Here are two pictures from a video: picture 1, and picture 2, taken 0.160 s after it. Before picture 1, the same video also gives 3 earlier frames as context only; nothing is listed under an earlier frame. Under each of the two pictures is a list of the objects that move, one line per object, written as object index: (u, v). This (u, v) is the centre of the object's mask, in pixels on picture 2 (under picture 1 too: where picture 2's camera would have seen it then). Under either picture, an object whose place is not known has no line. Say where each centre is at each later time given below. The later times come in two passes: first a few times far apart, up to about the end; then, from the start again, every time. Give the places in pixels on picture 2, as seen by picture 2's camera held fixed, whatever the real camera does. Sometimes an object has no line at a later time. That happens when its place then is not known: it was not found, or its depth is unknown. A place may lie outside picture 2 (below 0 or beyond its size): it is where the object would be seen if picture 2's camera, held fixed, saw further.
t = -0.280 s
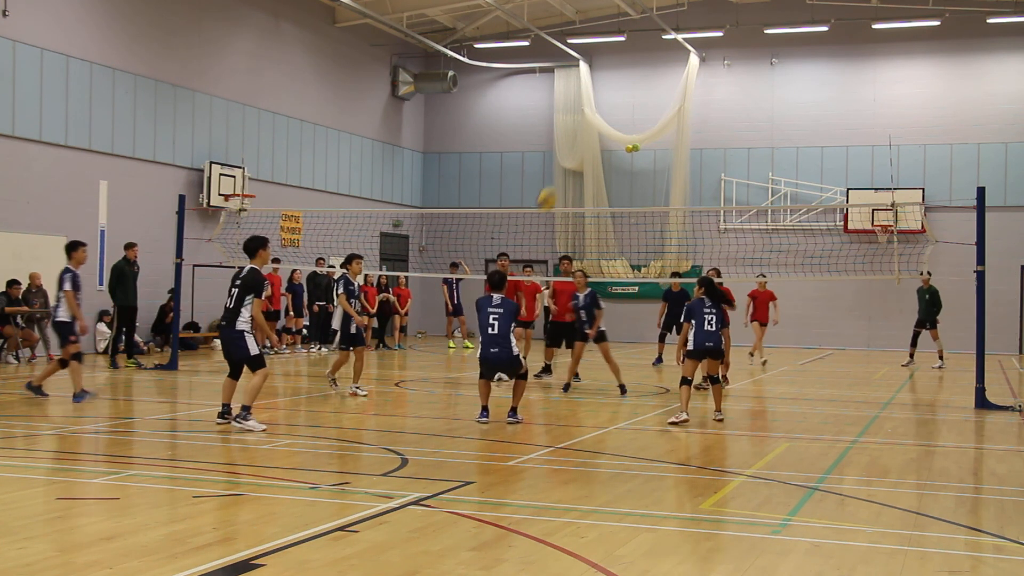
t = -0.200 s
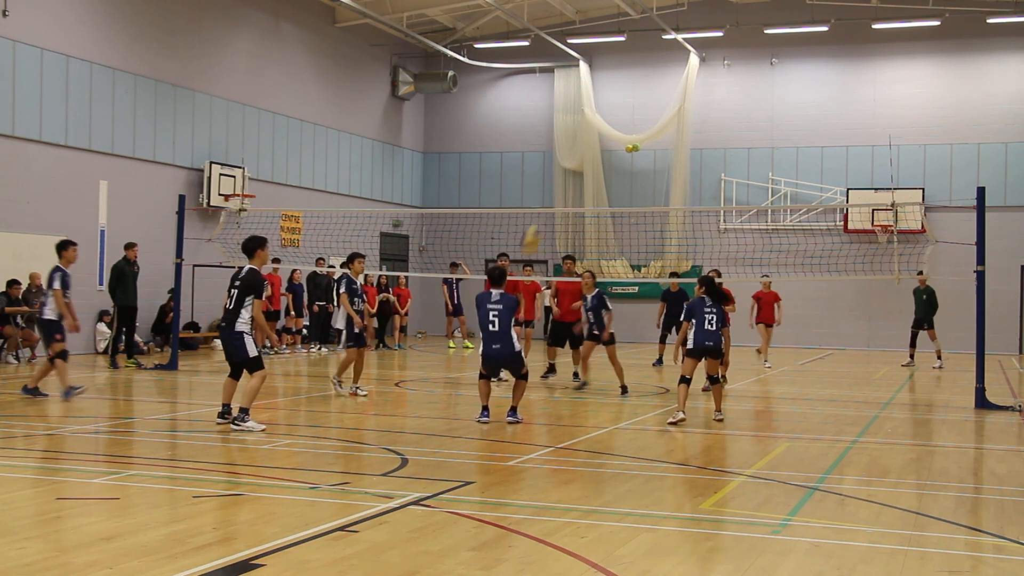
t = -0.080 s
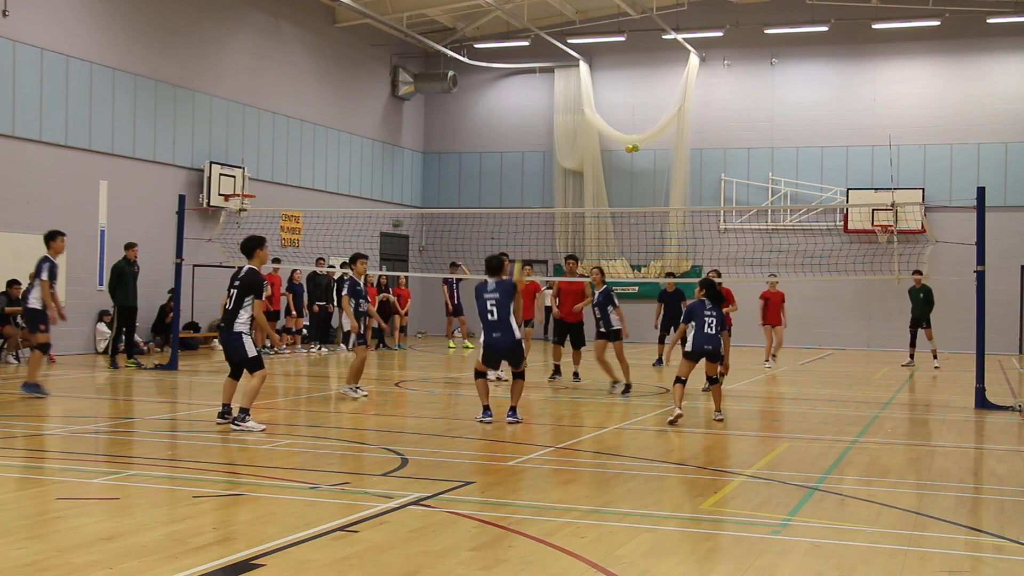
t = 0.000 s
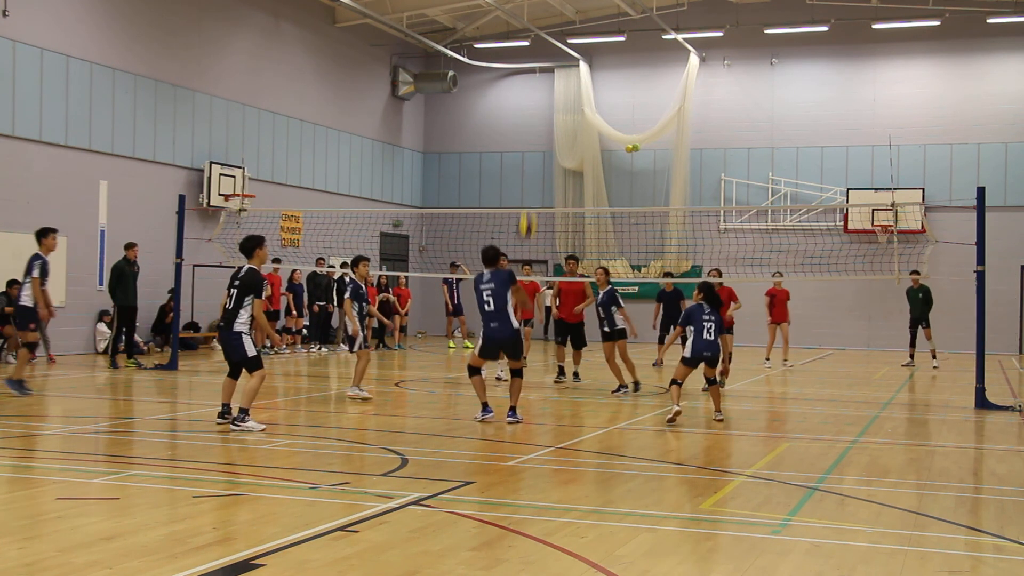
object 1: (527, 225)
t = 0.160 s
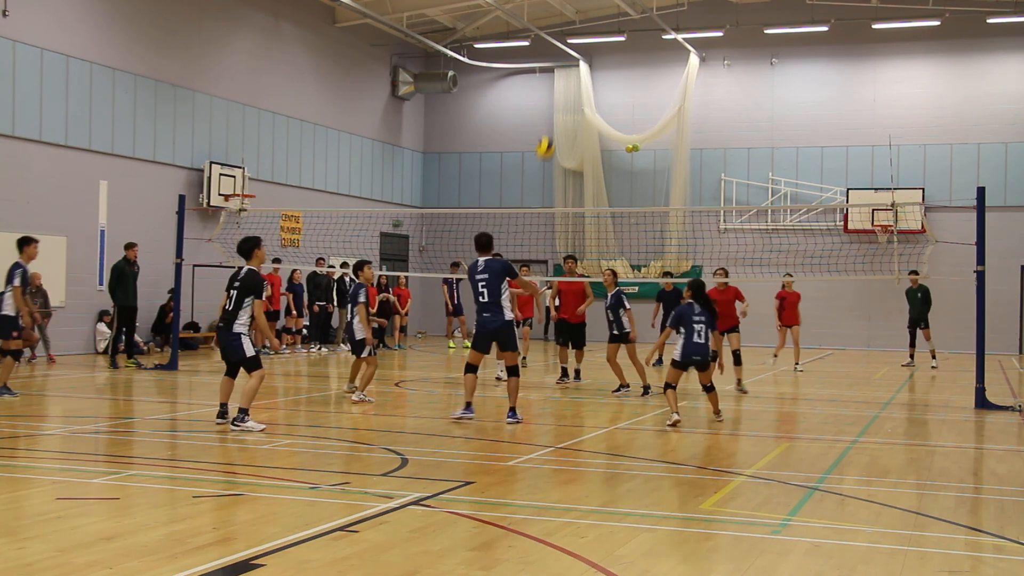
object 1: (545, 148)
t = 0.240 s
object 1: (554, 119)
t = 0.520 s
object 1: (581, 70)
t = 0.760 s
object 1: (601, 83)
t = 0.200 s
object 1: (549, 132)
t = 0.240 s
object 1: (554, 119)
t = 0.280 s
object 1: (559, 108)
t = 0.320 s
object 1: (563, 97)
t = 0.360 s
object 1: (566, 89)
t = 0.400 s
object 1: (570, 82)
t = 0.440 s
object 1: (574, 76)
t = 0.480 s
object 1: (577, 73)
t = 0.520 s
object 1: (581, 70)
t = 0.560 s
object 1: (585, 69)
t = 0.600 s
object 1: (588, 70)
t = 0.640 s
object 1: (592, 71)
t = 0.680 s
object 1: (595, 74)
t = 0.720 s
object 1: (598, 78)
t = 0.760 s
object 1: (601, 83)
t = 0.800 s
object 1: (604, 90)
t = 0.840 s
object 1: (607, 98)
